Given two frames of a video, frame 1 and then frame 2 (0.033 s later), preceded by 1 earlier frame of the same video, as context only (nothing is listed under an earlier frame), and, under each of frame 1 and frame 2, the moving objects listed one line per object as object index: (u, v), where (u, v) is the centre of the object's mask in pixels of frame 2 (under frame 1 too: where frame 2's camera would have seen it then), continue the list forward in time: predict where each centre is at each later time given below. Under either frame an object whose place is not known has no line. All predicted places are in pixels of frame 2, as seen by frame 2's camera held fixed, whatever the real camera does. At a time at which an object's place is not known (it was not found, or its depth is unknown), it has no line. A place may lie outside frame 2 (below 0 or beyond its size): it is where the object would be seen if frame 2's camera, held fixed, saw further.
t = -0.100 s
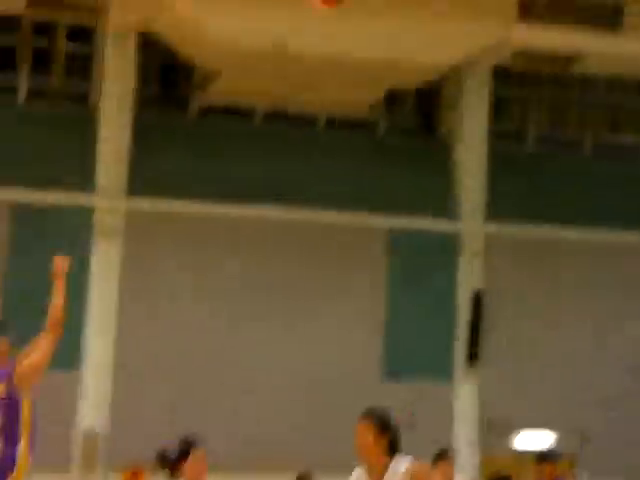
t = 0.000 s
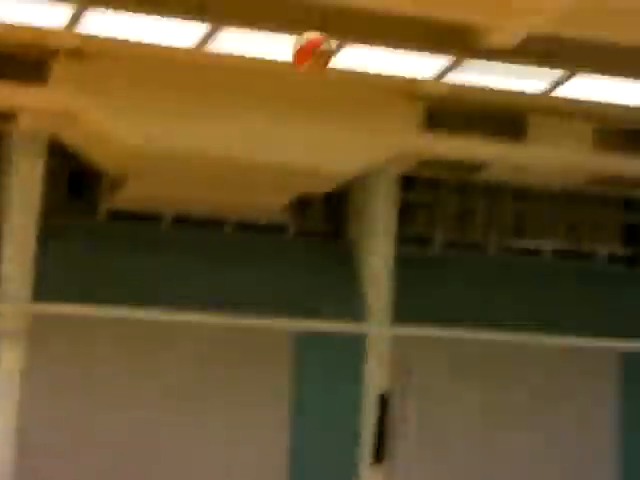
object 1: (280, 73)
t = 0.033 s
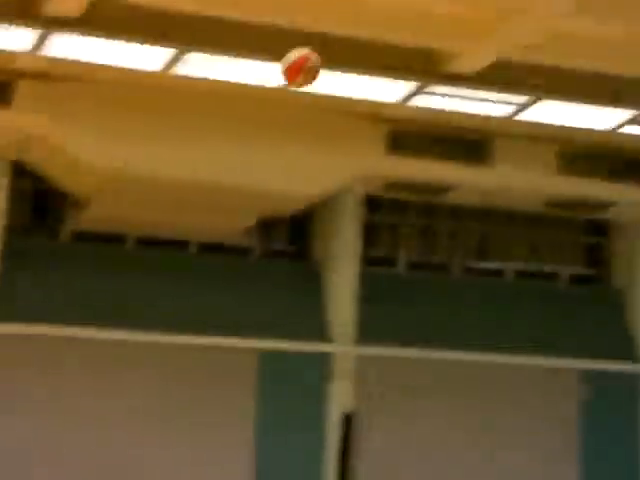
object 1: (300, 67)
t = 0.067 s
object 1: (321, 59)
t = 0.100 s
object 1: (342, 52)
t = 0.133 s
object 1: (362, 50)
